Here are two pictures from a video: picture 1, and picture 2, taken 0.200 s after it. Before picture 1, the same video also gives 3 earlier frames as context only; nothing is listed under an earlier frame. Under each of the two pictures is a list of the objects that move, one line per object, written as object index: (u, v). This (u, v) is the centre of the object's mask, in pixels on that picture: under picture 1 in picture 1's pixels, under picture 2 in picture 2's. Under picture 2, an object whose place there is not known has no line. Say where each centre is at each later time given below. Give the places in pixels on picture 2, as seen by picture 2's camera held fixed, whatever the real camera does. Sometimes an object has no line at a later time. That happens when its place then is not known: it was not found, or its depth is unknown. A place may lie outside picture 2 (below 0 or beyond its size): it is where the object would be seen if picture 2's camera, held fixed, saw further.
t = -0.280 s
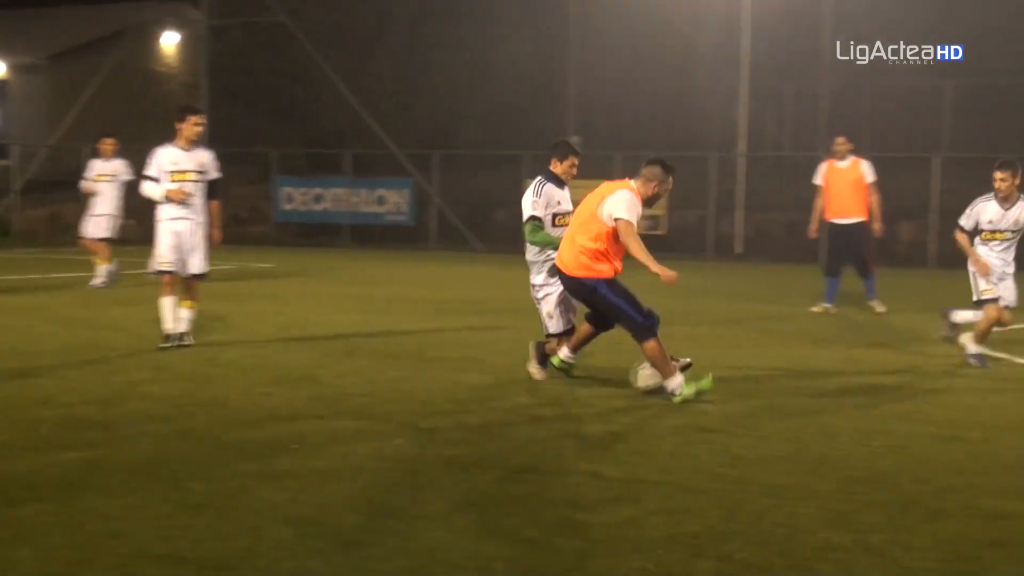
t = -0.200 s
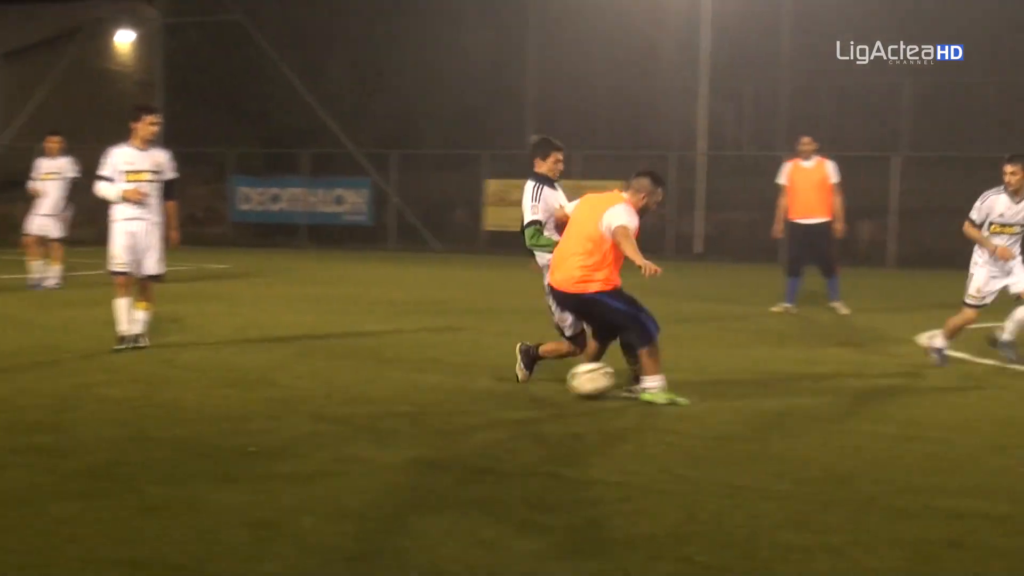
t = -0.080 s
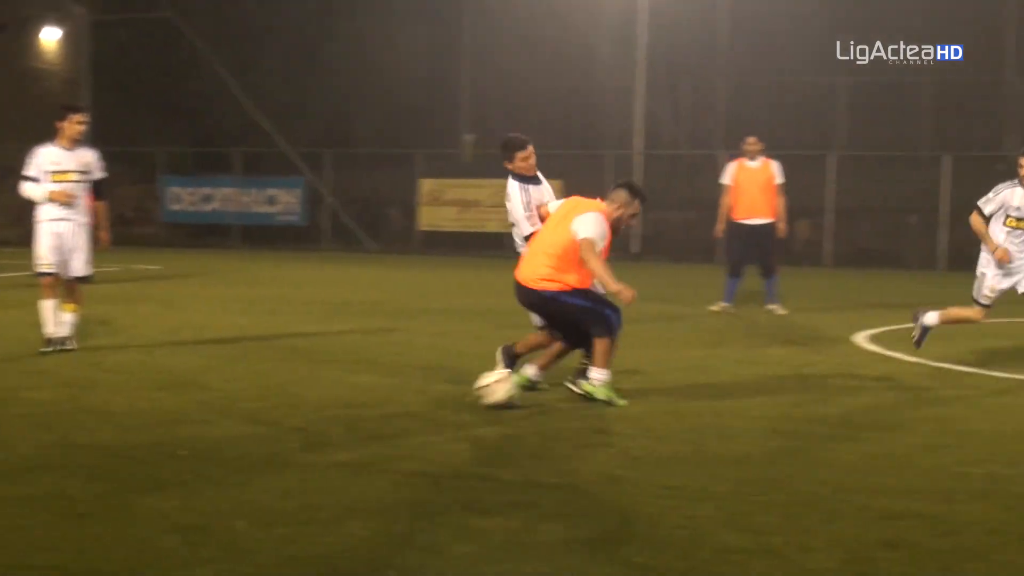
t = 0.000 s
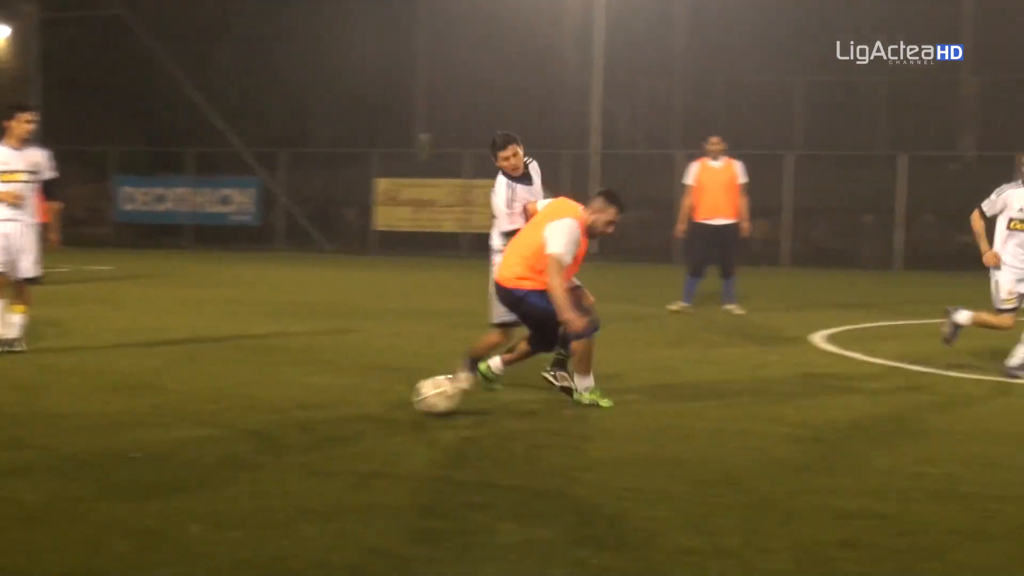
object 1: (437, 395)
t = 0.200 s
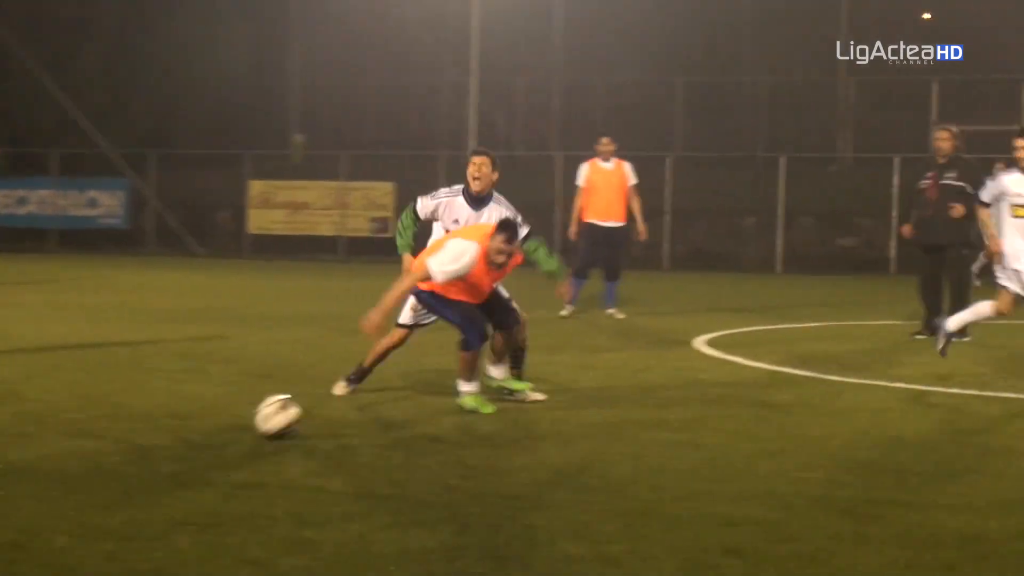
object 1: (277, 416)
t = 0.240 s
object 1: (272, 420)
